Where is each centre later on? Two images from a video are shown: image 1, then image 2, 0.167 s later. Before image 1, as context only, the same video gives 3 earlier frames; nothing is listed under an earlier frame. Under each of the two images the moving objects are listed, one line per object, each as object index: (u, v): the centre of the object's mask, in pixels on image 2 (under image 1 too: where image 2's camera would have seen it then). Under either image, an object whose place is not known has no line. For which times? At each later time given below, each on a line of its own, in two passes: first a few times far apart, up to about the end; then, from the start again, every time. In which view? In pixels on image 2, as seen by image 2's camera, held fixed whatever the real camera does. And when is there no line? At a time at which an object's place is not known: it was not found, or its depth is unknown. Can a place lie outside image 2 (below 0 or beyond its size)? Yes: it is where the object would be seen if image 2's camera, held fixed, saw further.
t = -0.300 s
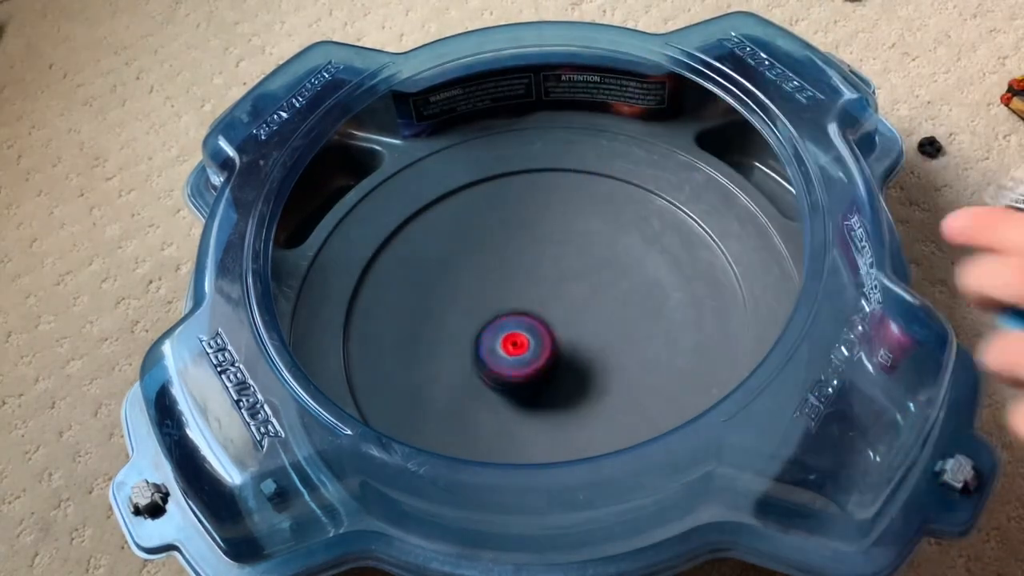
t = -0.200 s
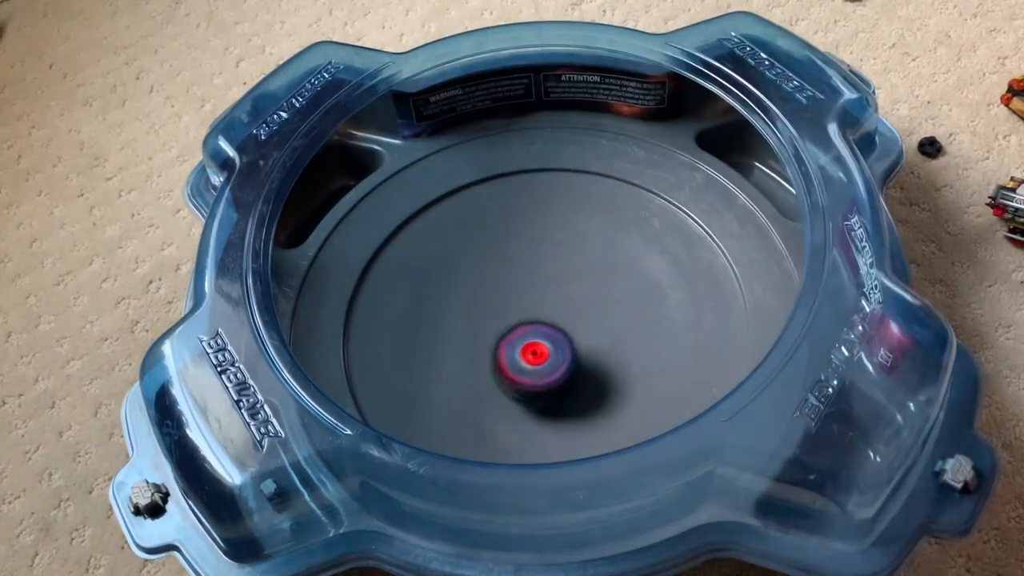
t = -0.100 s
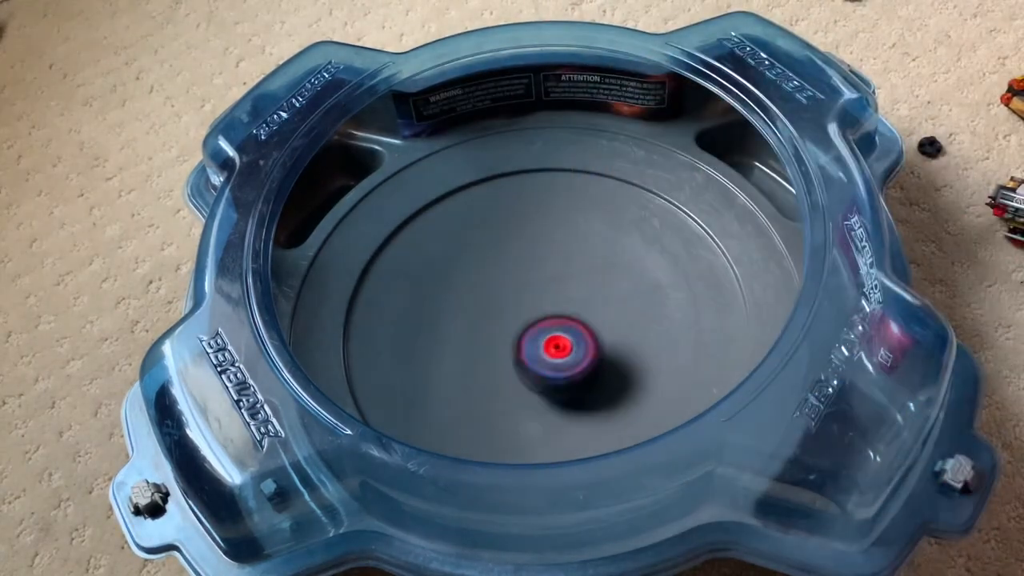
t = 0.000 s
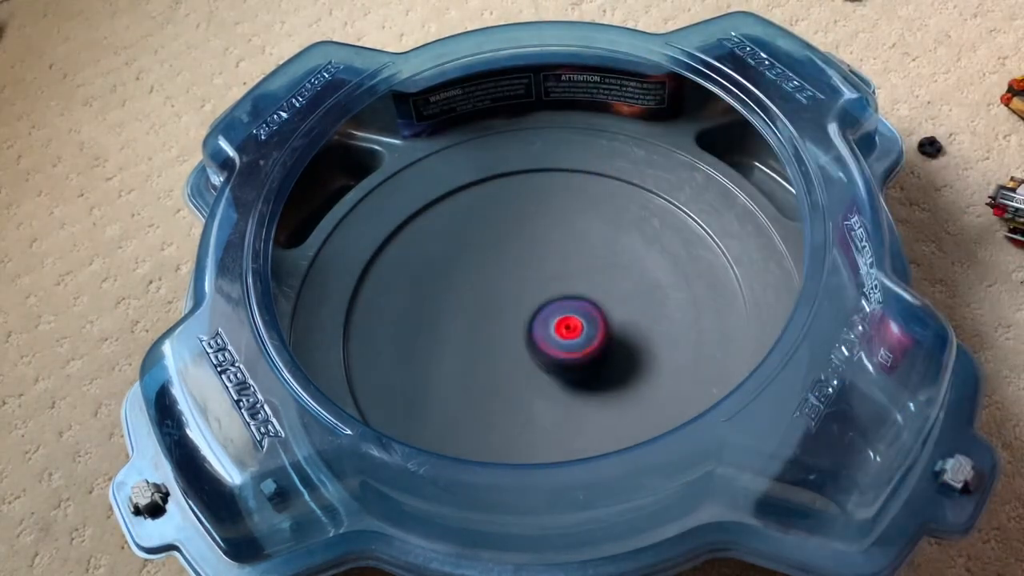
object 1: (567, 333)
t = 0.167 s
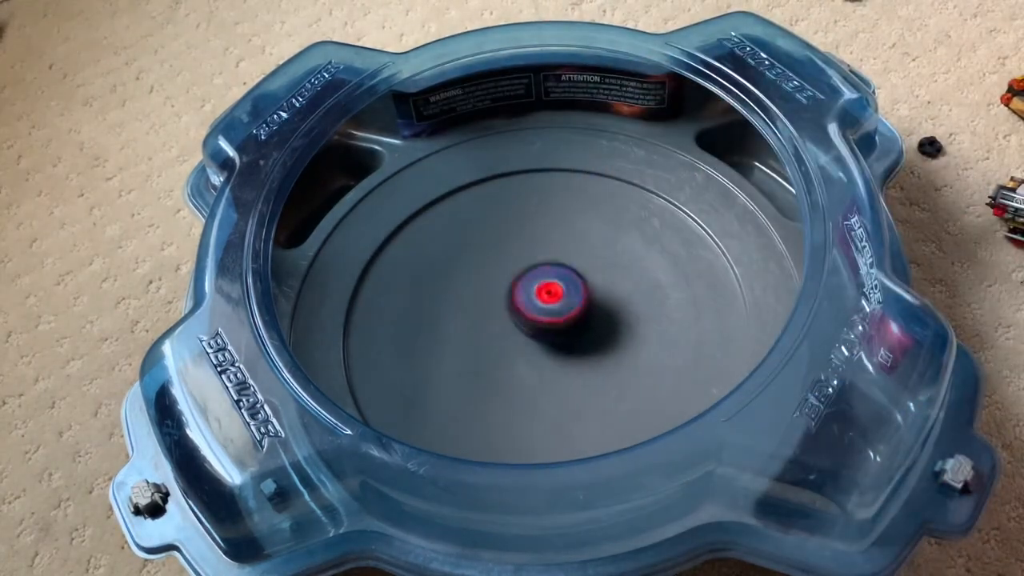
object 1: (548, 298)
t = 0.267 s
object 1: (520, 288)
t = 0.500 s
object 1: (480, 322)
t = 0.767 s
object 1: (549, 337)
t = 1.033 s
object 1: (561, 274)
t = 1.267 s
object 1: (504, 279)
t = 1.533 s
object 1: (530, 343)
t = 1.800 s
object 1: (603, 312)
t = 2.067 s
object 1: (547, 277)
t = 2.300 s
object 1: (494, 328)
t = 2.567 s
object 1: (555, 368)
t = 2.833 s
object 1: (576, 298)
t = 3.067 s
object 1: (502, 277)
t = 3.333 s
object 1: (478, 337)
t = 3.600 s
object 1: (570, 338)
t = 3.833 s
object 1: (581, 275)
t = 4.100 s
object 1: (509, 273)
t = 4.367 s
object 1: (514, 349)
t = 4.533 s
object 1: (570, 359)
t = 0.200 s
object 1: (540, 293)
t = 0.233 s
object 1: (530, 290)
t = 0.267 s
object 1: (520, 288)
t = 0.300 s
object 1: (511, 289)
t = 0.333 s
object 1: (501, 292)
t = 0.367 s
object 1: (493, 295)
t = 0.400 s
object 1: (487, 301)
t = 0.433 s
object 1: (482, 307)
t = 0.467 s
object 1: (480, 315)
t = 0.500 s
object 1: (480, 322)
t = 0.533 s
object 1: (483, 329)
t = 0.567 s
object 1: (488, 335)
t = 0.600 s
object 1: (497, 340)
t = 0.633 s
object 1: (505, 346)
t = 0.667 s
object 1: (517, 346)
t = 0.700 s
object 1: (528, 347)
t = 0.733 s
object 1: (539, 343)
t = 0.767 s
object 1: (549, 337)
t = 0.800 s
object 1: (558, 333)
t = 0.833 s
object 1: (564, 322)
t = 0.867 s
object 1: (569, 314)
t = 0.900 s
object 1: (573, 306)
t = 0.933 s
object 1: (574, 297)
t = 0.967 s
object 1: (571, 288)
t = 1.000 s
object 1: (567, 280)
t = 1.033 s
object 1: (561, 274)
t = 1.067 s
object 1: (554, 268)
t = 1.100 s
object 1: (546, 265)
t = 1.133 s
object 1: (537, 264)
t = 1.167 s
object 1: (528, 265)
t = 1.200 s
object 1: (519, 267)
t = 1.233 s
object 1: (511, 273)
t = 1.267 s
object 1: (504, 279)
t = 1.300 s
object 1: (499, 286)
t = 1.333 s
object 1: (497, 295)
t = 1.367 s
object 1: (497, 305)
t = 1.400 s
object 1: (499, 315)
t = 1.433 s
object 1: (503, 325)
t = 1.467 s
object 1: (510, 332)
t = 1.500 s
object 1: (520, 338)
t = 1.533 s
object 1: (530, 343)
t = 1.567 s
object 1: (543, 346)
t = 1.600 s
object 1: (555, 347)
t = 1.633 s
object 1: (567, 346)
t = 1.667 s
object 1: (578, 341)
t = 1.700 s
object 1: (588, 336)
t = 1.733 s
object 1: (595, 329)
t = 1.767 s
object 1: (600, 321)
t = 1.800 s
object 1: (603, 312)
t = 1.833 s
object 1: (603, 305)
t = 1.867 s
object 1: (600, 297)
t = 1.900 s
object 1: (595, 290)
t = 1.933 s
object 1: (588, 284)
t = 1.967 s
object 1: (579, 280)
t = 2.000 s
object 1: (568, 277)
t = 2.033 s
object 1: (558, 276)
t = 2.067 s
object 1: (547, 277)
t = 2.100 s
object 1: (536, 280)
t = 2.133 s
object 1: (524, 284)
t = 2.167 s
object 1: (515, 290)
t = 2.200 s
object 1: (506, 299)
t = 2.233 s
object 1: (499, 308)
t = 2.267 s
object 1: (495, 319)
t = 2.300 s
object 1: (494, 328)
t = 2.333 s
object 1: (494, 339)
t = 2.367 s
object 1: (498, 349)
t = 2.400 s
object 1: (503, 357)
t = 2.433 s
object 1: (513, 365)
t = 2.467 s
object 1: (522, 369)
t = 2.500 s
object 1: (532, 371)
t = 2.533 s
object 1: (544, 370)
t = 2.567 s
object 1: (555, 368)
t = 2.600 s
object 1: (566, 365)
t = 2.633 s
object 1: (573, 358)
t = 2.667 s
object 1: (580, 348)
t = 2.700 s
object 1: (585, 339)
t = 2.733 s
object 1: (586, 329)
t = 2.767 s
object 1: (586, 318)
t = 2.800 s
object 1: (582, 308)
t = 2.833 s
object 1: (576, 298)
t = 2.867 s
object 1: (569, 292)
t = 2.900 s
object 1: (559, 285)
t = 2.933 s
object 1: (549, 282)
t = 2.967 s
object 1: (536, 277)
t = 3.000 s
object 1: (525, 276)
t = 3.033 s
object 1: (514, 275)
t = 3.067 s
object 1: (502, 277)
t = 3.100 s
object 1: (492, 282)
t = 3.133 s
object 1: (484, 288)
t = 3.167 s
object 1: (477, 295)
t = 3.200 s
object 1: (472, 303)
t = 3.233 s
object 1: (470, 312)
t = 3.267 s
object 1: (470, 321)
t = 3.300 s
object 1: (473, 329)
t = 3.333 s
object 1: (478, 337)
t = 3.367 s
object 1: (487, 344)
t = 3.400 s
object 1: (496, 349)
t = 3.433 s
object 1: (507, 352)
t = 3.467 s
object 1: (520, 354)
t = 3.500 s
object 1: (533, 353)
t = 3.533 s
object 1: (547, 350)
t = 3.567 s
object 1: (559, 345)
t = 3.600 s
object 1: (570, 338)
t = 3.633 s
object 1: (578, 329)
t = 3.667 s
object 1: (584, 320)
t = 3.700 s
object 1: (588, 310)
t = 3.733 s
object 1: (590, 299)
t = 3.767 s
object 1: (590, 291)
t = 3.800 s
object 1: (586, 281)
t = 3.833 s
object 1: (581, 275)
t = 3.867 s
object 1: (574, 268)
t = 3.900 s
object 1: (566, 262)
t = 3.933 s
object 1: (557, 259)
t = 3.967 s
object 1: (547, 258)
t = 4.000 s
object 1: (537, 258)
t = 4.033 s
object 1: (527, 261)
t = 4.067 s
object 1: (518, 266)
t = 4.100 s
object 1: (509, 273)
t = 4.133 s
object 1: (502, 280)
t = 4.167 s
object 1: (497, 289)
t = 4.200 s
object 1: (494, 299)
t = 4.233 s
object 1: (494, 309)
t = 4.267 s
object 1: (495, 321)
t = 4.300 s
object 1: (499, 331)
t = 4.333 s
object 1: (505, 340)
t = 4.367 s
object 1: (514, 349)
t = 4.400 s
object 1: (523, 355)
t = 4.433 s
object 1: (535, 358)
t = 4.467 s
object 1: (547, 361)
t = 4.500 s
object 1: (559, 361)
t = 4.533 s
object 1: (570, 359)
